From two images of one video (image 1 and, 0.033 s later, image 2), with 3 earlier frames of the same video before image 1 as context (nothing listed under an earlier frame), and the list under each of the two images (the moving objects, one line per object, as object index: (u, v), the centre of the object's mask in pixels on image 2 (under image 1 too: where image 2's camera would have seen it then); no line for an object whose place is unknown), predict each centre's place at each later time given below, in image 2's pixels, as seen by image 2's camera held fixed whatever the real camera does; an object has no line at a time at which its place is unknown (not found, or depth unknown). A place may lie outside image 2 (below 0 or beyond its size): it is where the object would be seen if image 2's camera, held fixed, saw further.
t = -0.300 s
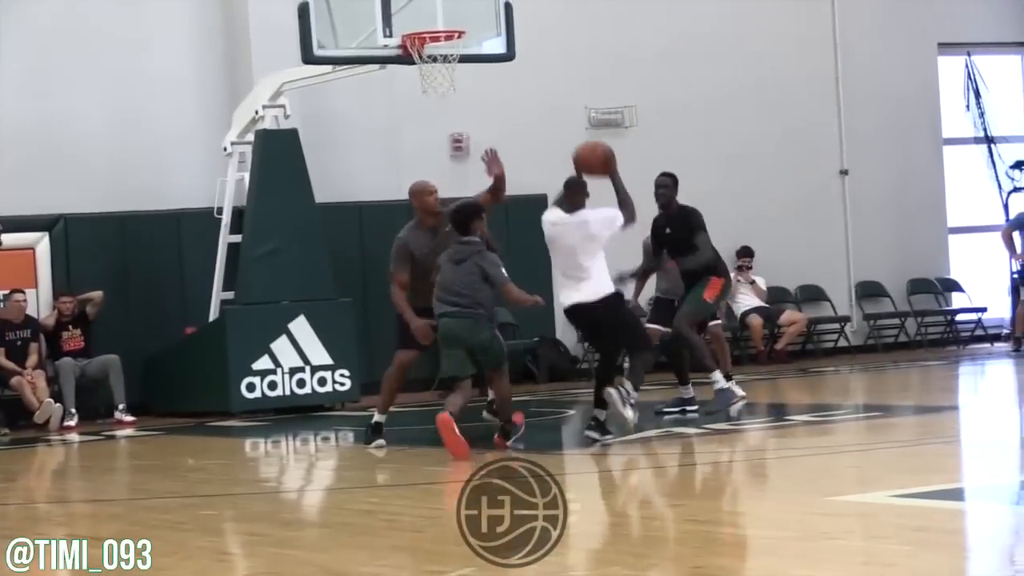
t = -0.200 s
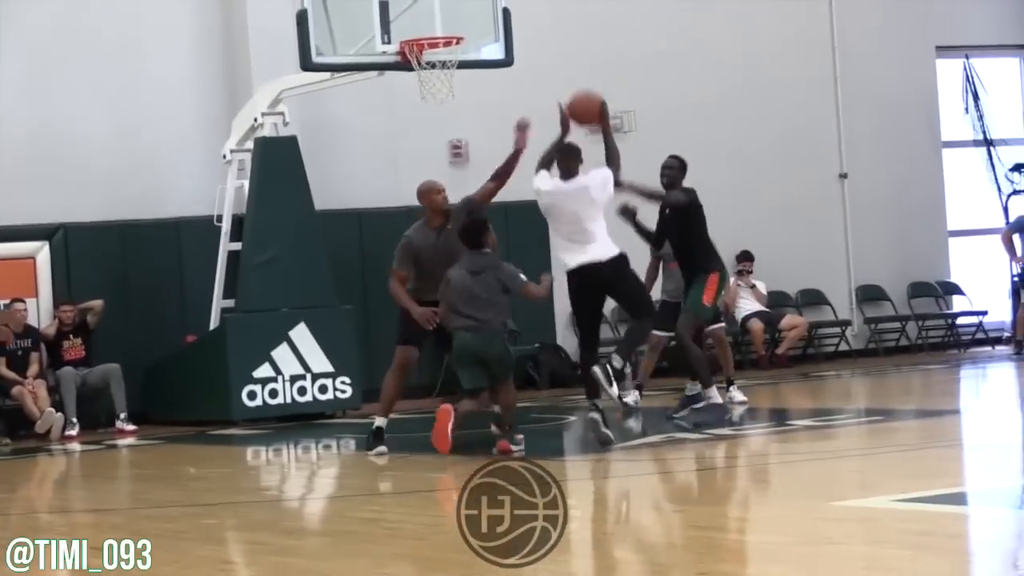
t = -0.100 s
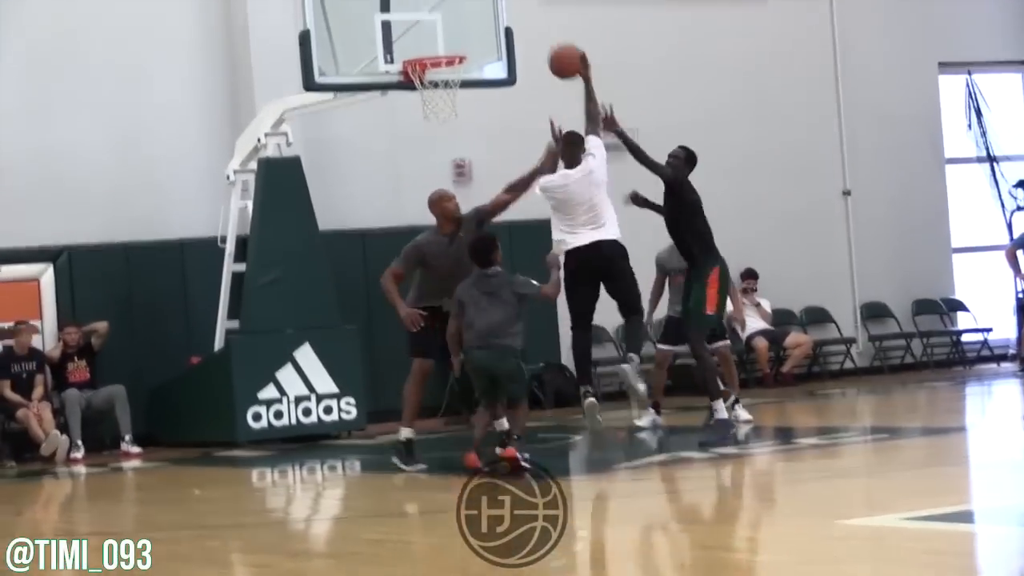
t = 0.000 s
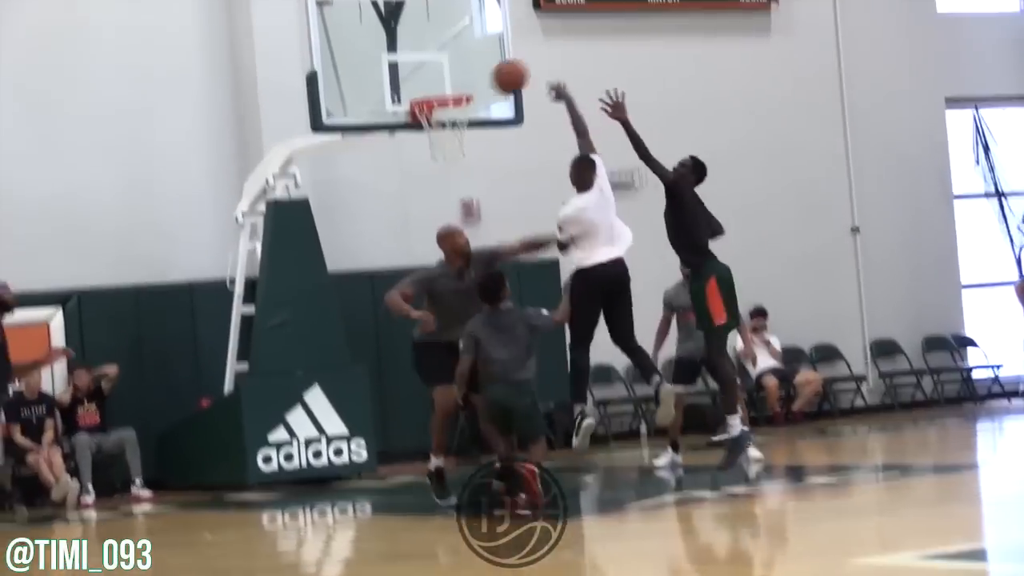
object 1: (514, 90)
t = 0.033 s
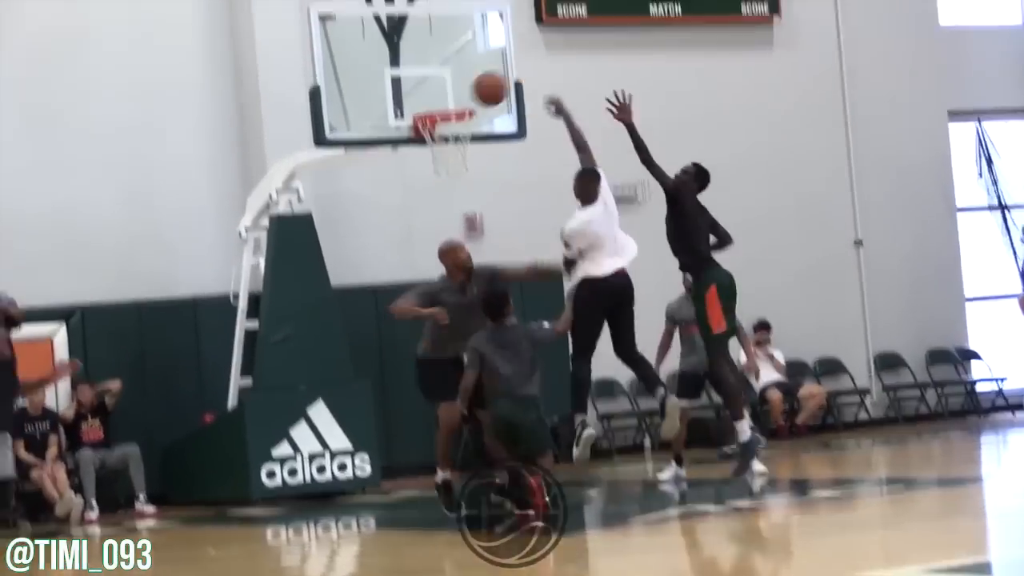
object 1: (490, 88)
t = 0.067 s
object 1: (468, 88)
